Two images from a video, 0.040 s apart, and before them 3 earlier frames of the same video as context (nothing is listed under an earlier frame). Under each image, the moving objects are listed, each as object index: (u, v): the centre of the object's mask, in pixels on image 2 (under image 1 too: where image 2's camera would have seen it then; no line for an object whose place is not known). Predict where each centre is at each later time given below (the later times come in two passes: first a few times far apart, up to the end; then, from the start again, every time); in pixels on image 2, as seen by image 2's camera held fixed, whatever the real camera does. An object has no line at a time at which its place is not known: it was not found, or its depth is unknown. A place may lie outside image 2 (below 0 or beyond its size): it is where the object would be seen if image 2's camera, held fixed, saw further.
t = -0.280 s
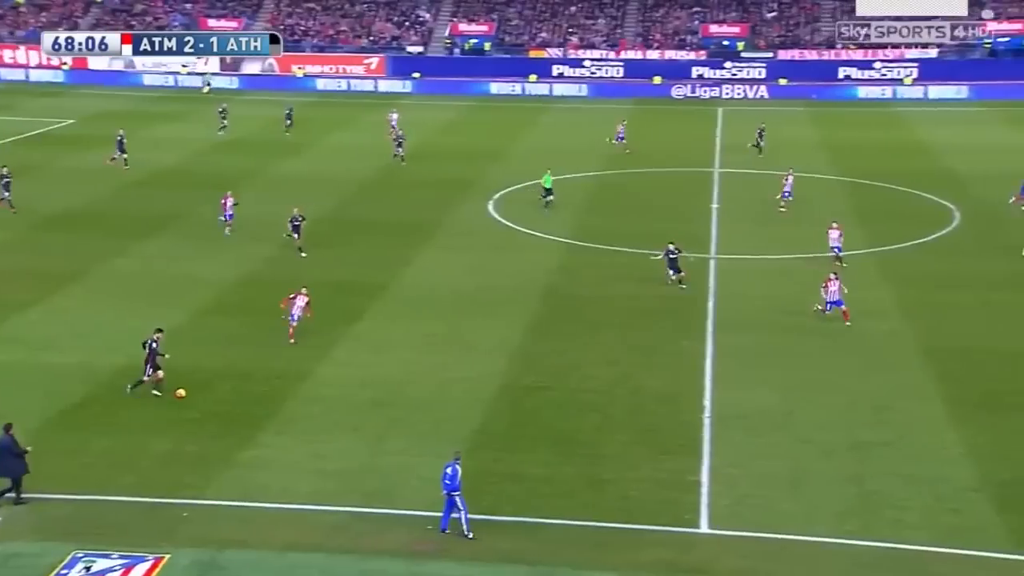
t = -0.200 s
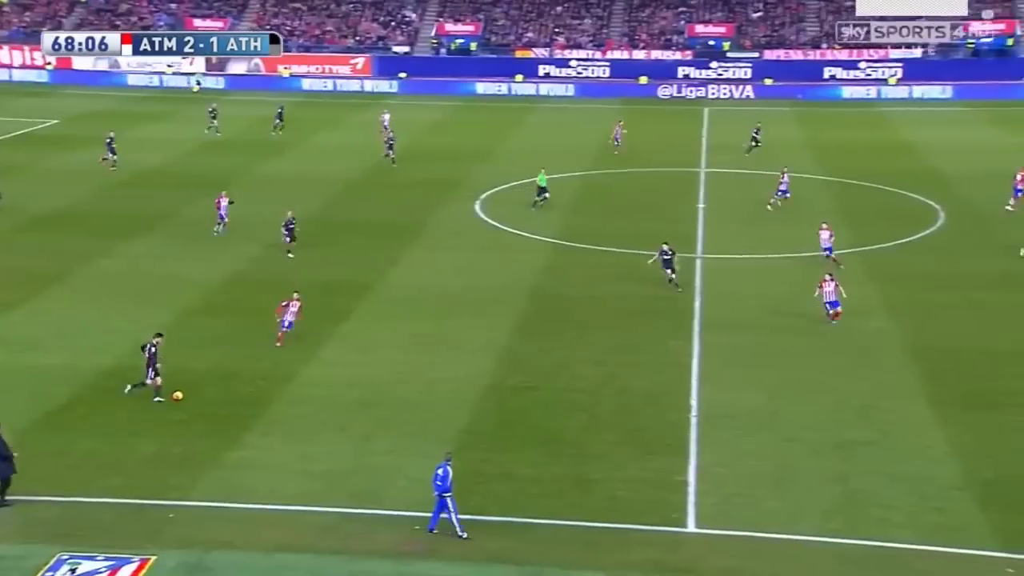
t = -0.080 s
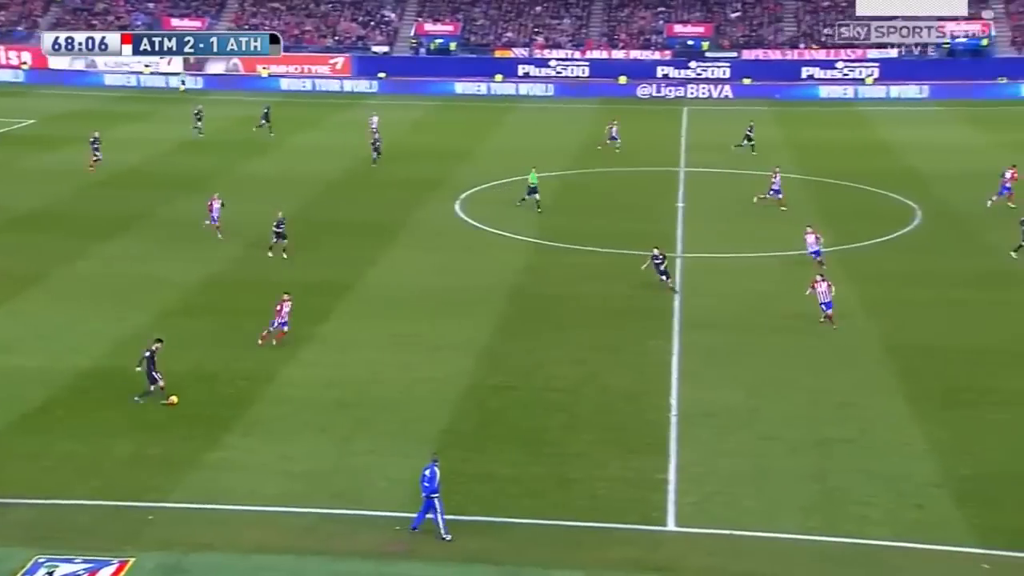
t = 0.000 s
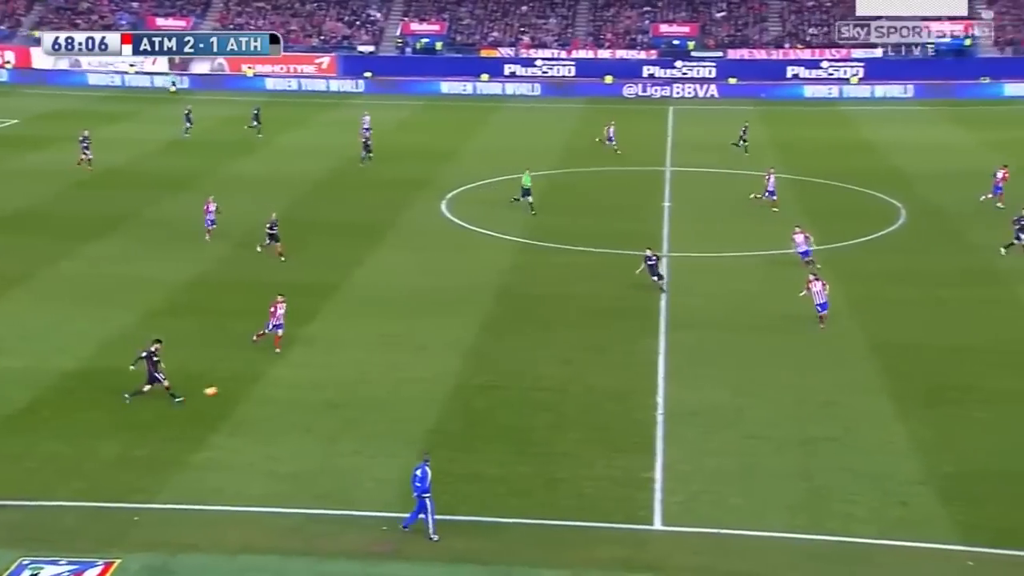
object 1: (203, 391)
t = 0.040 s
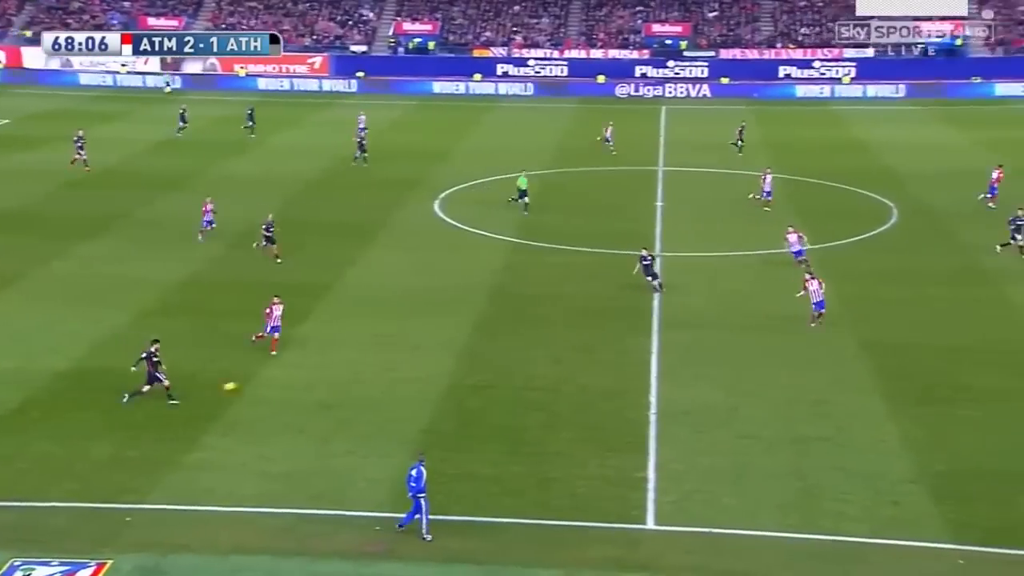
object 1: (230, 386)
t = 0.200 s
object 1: (323, 370)
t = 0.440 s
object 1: (437, 349)
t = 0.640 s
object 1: (512, 335)
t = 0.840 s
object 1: (574, 324)
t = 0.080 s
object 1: (255, 382)
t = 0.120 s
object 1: (278, 379)
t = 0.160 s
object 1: (303, 374)
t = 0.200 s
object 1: (323, 370)
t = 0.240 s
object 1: (345, 366)
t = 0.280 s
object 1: (365, 363)
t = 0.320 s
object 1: (384, 358)
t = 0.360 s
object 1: (403, 355)
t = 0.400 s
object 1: (420, 352)
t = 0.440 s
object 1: (437, 349)
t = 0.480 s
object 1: (453, 346)
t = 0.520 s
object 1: (468, 343)
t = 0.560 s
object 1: (483, 340)
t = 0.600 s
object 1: (498, 338)
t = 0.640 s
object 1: (512, 335)
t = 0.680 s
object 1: (525, 333)
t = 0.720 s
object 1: (538, 331)
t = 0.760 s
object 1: (550, 328)
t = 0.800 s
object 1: (562, 326)
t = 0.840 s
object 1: (574, 324)
